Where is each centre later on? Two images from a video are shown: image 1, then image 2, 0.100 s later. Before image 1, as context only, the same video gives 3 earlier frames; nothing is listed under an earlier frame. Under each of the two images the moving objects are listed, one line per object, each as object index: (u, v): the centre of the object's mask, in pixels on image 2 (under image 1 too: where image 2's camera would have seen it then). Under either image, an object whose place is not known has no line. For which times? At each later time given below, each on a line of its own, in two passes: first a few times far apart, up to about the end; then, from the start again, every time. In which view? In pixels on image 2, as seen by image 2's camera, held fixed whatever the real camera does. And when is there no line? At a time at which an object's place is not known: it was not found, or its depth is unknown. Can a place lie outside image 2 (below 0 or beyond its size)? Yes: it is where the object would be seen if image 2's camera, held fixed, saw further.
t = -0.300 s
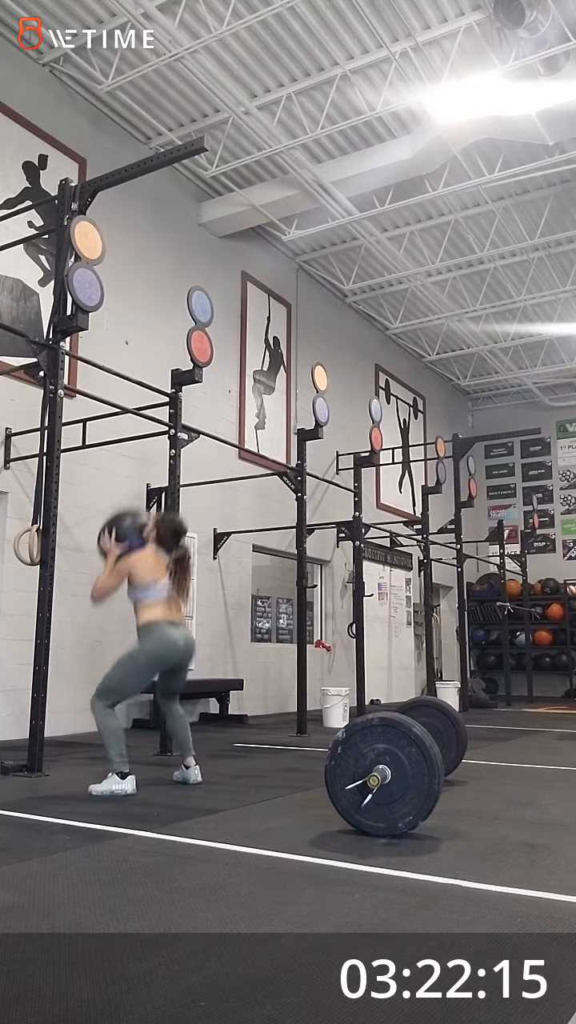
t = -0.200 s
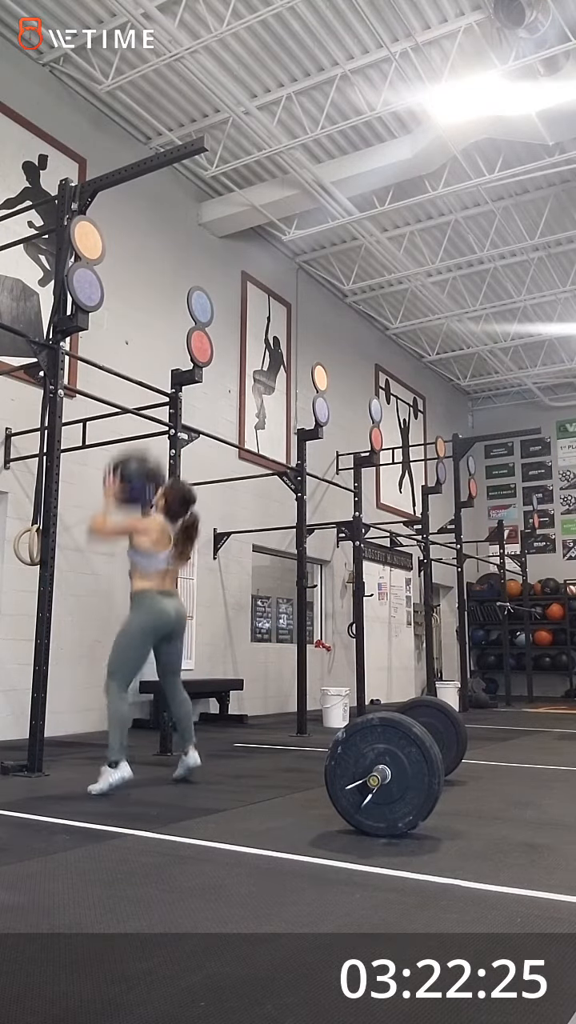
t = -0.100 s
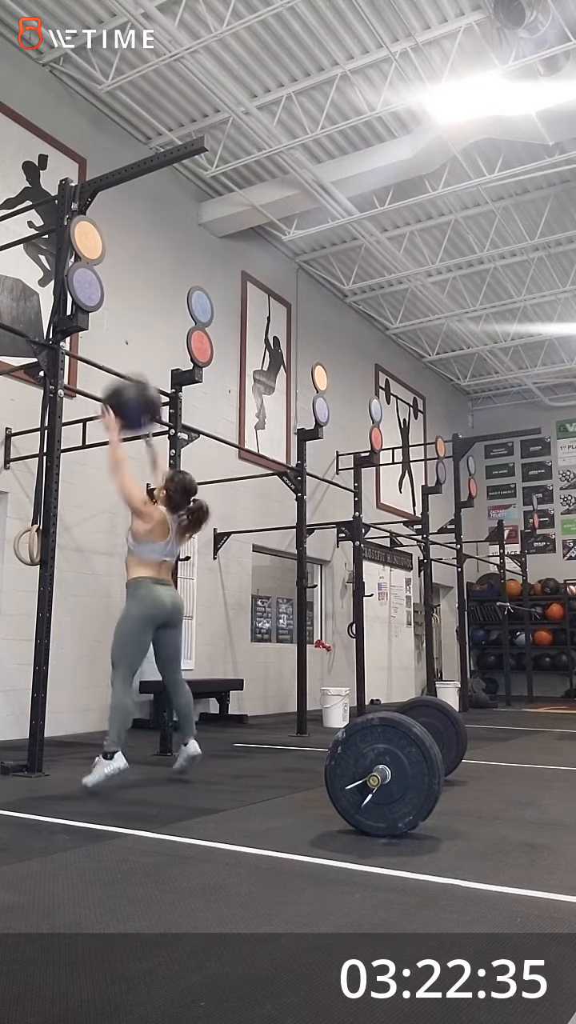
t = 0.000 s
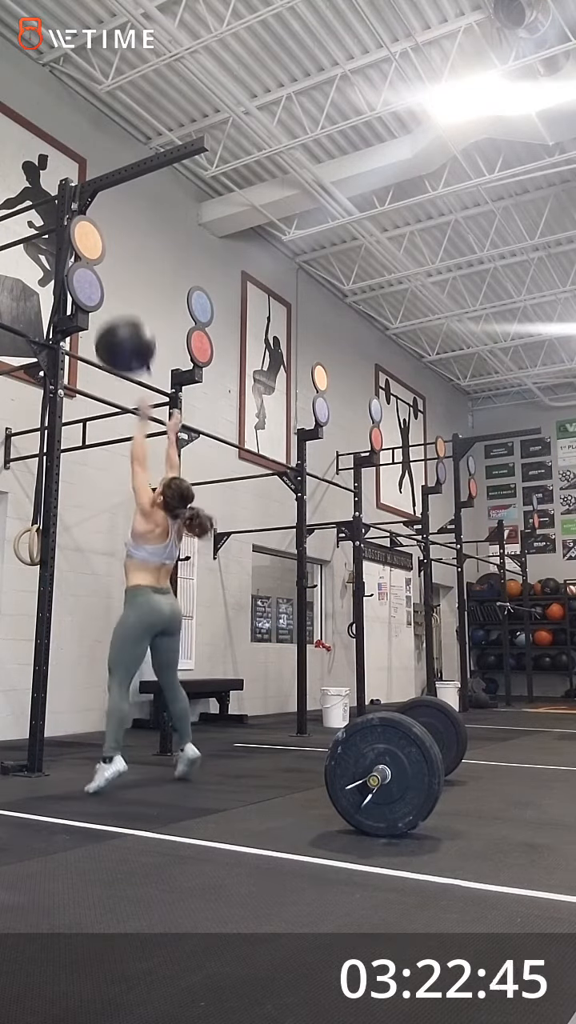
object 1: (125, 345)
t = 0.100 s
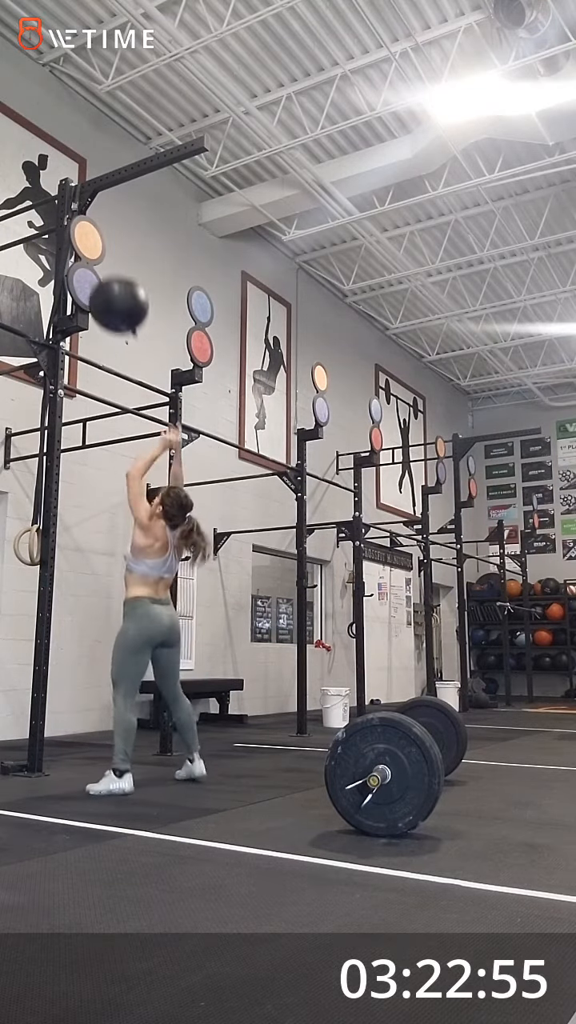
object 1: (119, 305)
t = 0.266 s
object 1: (110, 272)
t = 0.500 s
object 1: (123, 291)
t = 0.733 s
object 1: (134, 394)
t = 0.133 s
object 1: (117, 295)
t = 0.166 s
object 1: (114, 286)
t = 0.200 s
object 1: (111, 280)
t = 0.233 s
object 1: (109, 275)
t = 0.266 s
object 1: (110, 272)
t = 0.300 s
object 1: (112, 270)
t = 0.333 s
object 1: (114, 269)
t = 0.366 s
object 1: (116, 270)
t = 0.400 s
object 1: (118, 273)
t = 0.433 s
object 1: (120, 277)
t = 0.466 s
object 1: (121, 283)
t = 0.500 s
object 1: (123, 291)
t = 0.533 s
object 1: (125, 301)
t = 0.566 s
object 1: (127, 312)
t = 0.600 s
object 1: (128, 325)
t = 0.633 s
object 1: (130, 340)
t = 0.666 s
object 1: (131, 356)
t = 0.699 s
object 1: (132, 375)
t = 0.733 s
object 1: (134, 394)
